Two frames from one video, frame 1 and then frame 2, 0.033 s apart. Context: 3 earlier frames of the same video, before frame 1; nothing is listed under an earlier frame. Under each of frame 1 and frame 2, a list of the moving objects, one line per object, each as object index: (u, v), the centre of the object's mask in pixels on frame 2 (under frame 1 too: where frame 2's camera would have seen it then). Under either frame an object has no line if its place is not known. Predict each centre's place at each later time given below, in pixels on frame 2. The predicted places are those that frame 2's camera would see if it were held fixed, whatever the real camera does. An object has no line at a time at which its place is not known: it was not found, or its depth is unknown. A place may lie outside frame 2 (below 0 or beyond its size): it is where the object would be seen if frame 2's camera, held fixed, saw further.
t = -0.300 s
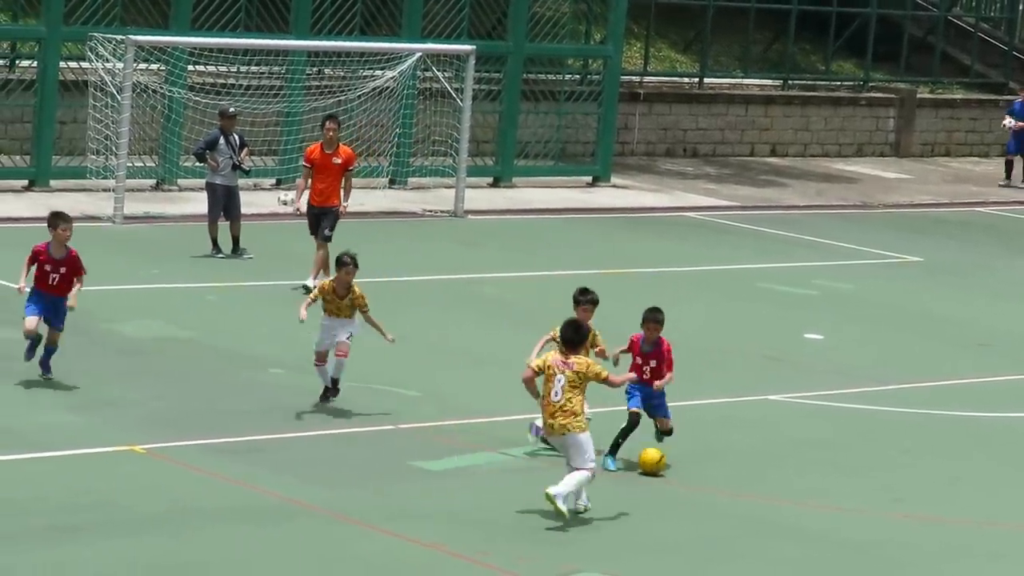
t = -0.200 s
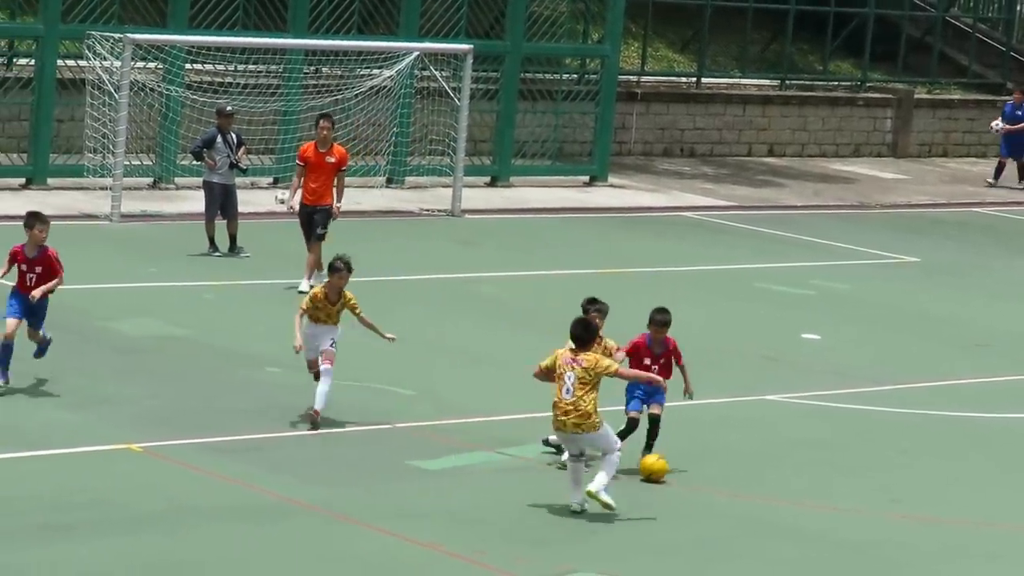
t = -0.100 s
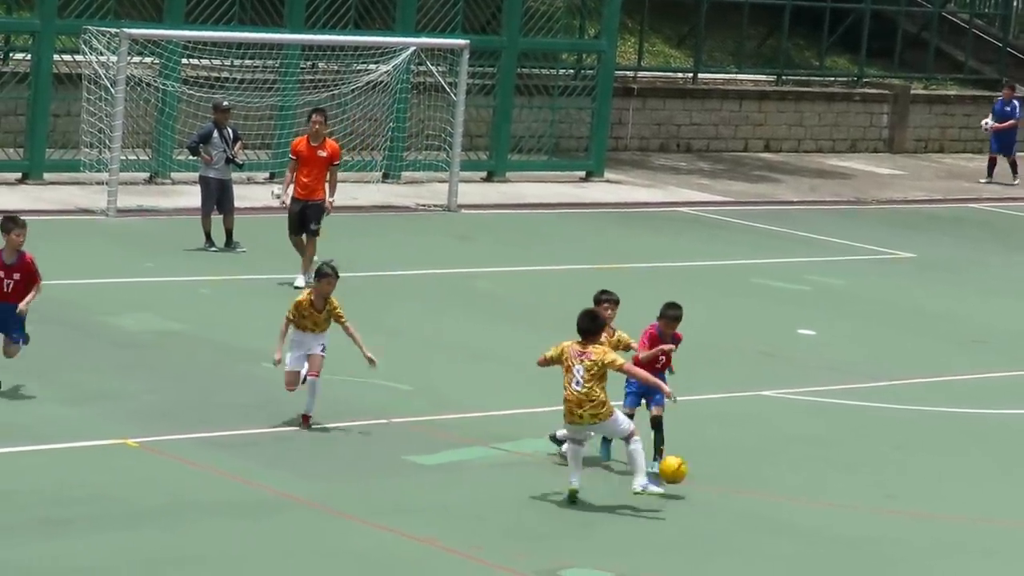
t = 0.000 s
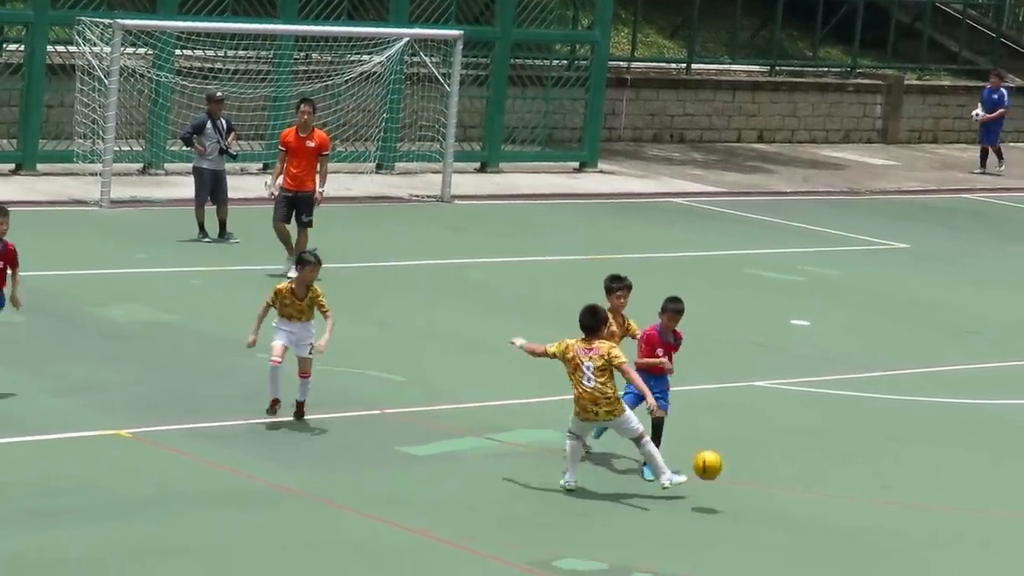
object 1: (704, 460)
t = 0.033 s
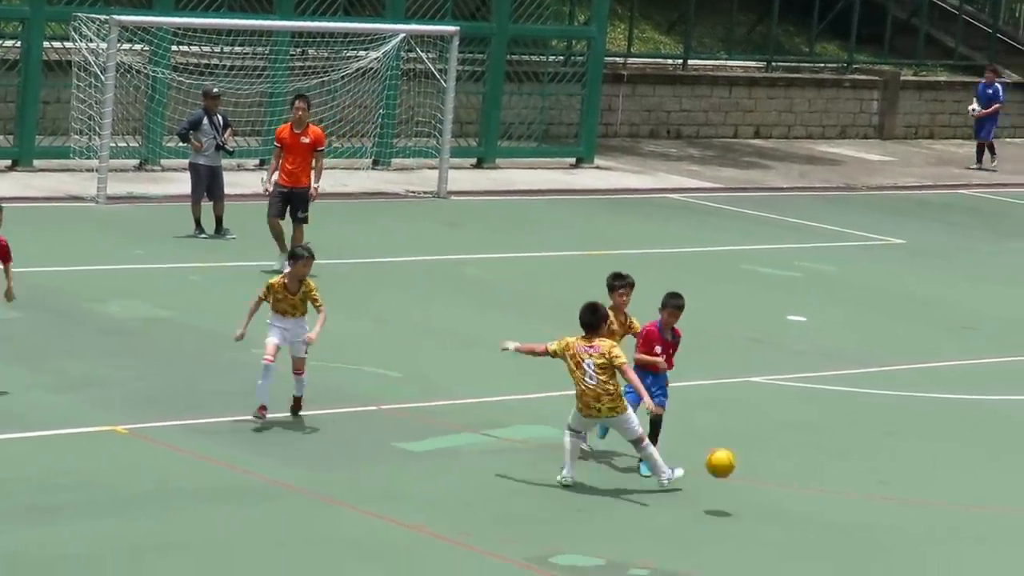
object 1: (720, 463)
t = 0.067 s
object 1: (737, 466)
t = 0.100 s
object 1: (755, 472)
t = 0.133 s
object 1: (771, 479)
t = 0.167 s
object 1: (790, 489)
